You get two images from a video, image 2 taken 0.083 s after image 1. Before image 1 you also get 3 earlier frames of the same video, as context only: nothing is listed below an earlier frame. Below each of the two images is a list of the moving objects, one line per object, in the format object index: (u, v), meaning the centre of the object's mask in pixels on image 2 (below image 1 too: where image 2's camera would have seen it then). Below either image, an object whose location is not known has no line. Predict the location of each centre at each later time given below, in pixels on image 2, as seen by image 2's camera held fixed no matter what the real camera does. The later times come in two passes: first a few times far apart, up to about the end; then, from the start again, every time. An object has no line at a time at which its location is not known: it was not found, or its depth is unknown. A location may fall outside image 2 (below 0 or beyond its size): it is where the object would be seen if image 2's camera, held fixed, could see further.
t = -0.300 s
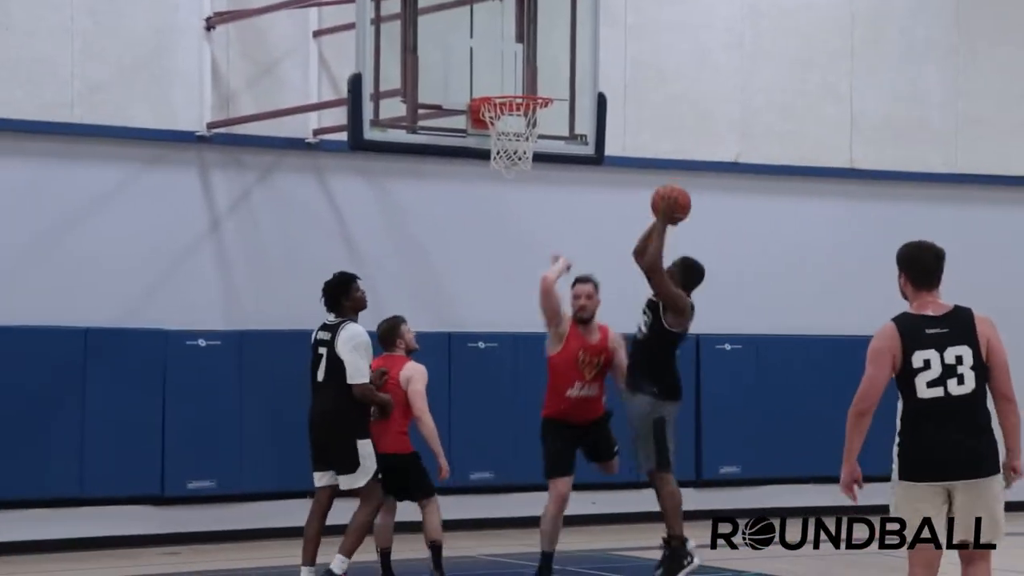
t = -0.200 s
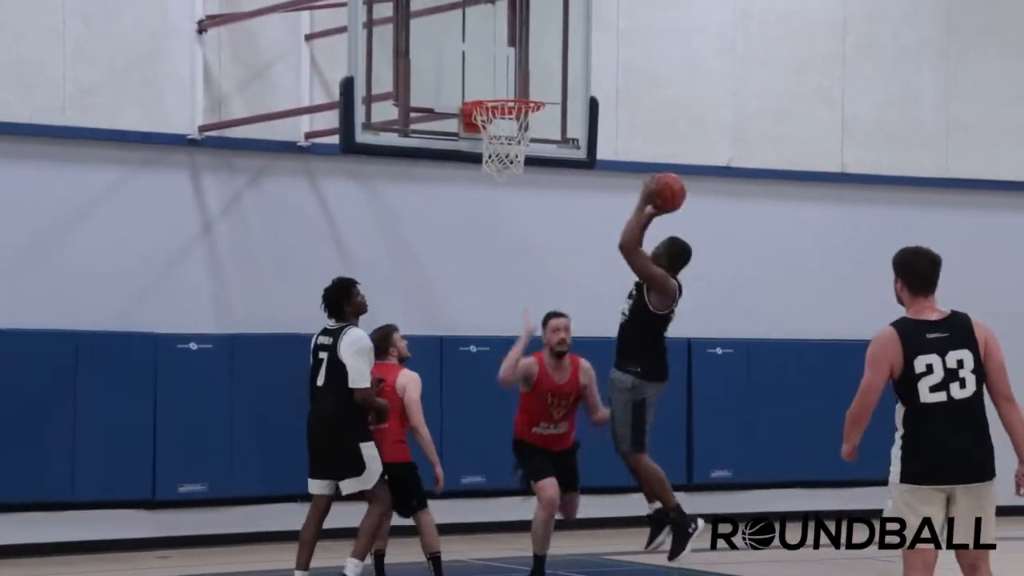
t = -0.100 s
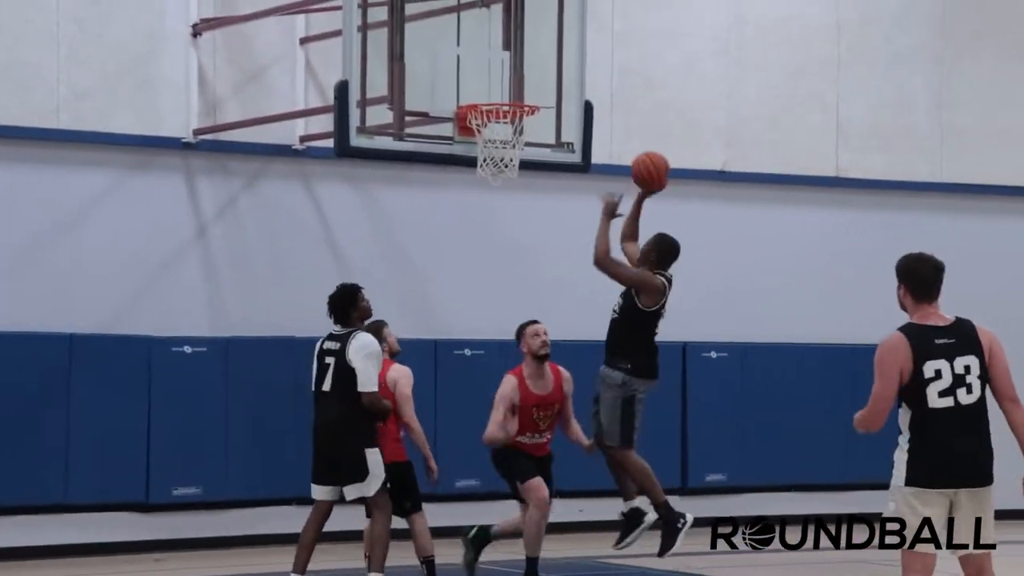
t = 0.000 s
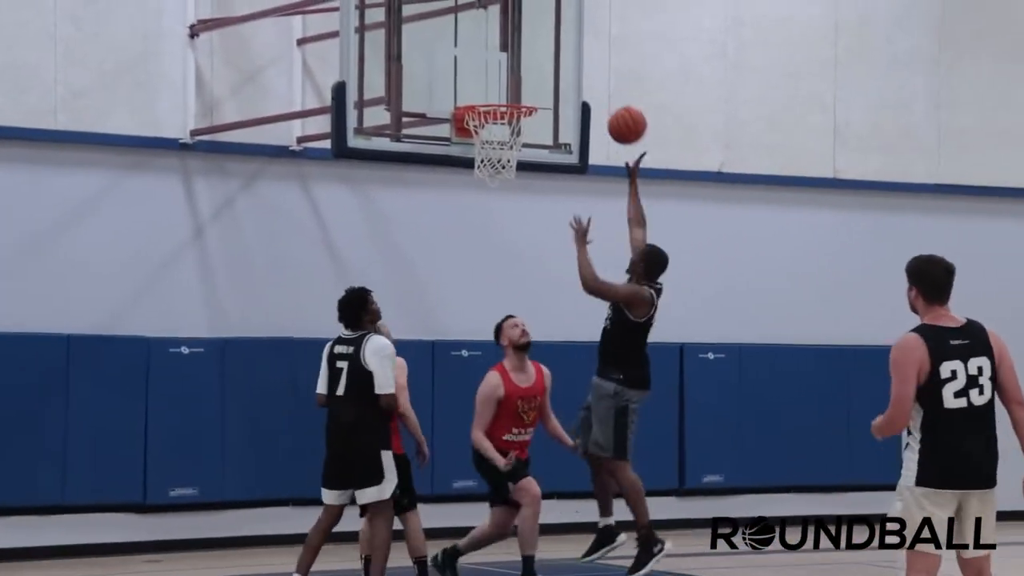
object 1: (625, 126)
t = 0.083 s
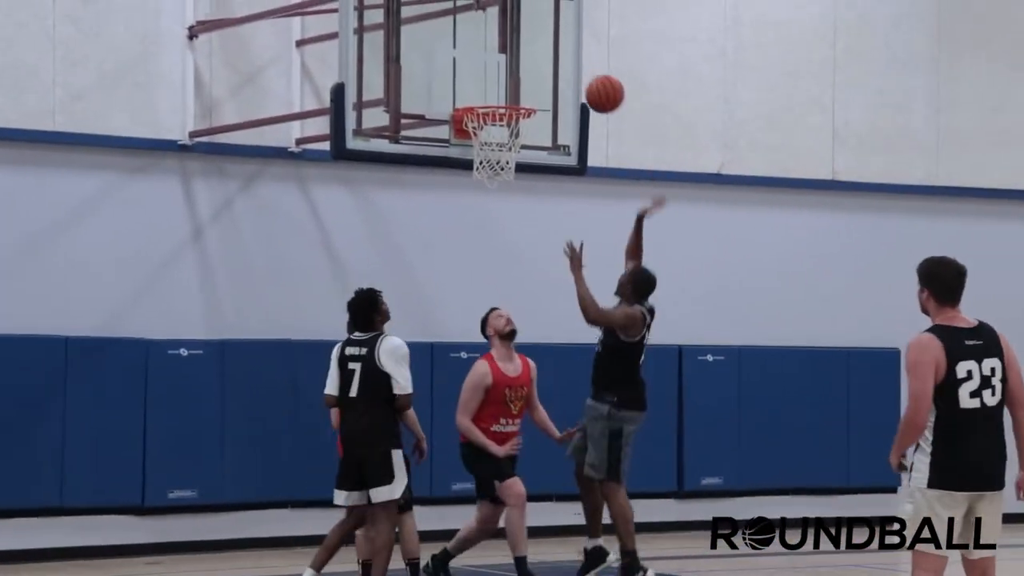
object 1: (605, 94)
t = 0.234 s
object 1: (567, 62)
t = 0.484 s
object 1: (505, 89)
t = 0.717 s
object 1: (484, 135)
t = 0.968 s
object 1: (505, 198)
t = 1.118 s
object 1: (518, 267)
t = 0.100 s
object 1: (600, 88)
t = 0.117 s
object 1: (596, 83)
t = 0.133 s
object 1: (592, 79)
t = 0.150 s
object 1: (588, 75)
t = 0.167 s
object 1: (583, 71)
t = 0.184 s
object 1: (580, 68)
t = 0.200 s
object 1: (575, 66)
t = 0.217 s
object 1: (571, 64)
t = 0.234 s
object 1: (567, 62)
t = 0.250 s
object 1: (563, 61)
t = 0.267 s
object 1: (558, 61)
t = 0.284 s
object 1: (554, 60)
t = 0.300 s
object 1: (550, 60)
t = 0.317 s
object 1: (546, 61)
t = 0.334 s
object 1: (542, 62)
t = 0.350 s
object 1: (538, 63)
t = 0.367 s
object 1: (533, 65)
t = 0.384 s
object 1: (530, 67)
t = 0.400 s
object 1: (526, 70)
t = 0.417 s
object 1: (522, 73)
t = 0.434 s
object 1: (517, 76)
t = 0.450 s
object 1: (513, 80)
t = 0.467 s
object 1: (509, 84)
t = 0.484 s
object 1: (505, 89)
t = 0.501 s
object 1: (501, 90)
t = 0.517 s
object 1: (499, 91)
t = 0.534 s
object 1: (497, 92)
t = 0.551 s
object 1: (494, 94)
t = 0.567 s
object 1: (492, 95)
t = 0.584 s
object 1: (489, 97)
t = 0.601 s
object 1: (486, 98)
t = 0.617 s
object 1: (481, 112)
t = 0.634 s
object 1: (480, 117)
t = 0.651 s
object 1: (478, 121)
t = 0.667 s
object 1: (480, 127)
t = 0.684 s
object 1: (482, 129)
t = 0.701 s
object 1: (483, 131)
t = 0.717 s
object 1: (484, 135)
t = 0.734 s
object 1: (483, 142)
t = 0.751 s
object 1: (485, 146)
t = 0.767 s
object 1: (488, 148)
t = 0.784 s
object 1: (488, 151)
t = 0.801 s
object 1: (490, 153)
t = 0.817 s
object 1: (491, 157)
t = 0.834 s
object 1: (492, 161)
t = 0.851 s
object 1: (494, 177)
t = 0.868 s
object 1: (495, 178)
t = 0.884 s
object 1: (497, 181)
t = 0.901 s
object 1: (500, 185)
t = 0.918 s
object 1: (501, 188)
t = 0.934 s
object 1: (502, 189)
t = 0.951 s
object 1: (504, 194)
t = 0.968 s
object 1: (505, 198)
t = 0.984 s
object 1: (506, 203)
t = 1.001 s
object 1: (508, 209)
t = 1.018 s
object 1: (509, 216)
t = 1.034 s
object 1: (511, 223)
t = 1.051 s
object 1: (512, 231)
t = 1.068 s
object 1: (514, 240)
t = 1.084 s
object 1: (515, 249)
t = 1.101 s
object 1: (517, 258)
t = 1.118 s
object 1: (518, 267)
